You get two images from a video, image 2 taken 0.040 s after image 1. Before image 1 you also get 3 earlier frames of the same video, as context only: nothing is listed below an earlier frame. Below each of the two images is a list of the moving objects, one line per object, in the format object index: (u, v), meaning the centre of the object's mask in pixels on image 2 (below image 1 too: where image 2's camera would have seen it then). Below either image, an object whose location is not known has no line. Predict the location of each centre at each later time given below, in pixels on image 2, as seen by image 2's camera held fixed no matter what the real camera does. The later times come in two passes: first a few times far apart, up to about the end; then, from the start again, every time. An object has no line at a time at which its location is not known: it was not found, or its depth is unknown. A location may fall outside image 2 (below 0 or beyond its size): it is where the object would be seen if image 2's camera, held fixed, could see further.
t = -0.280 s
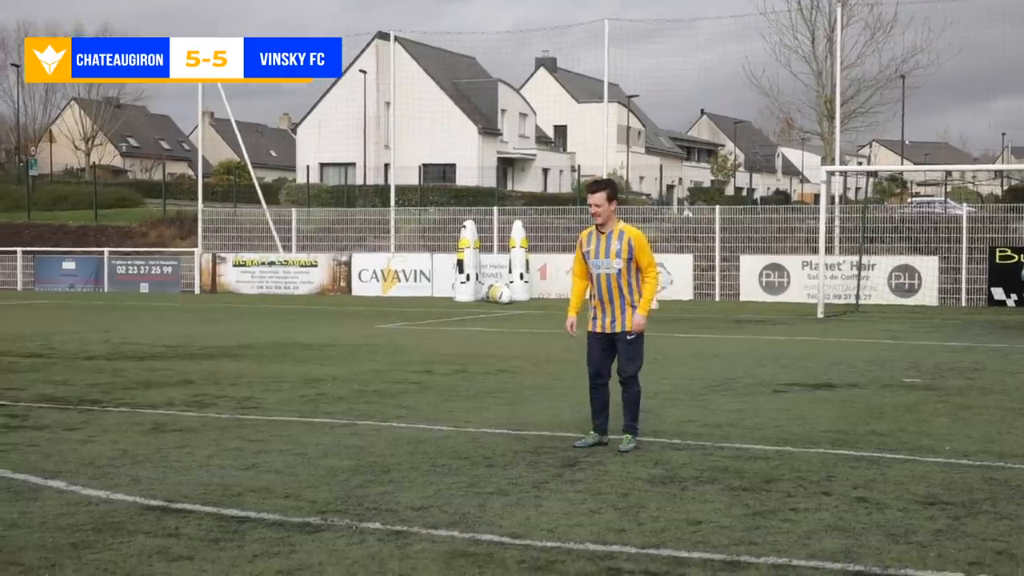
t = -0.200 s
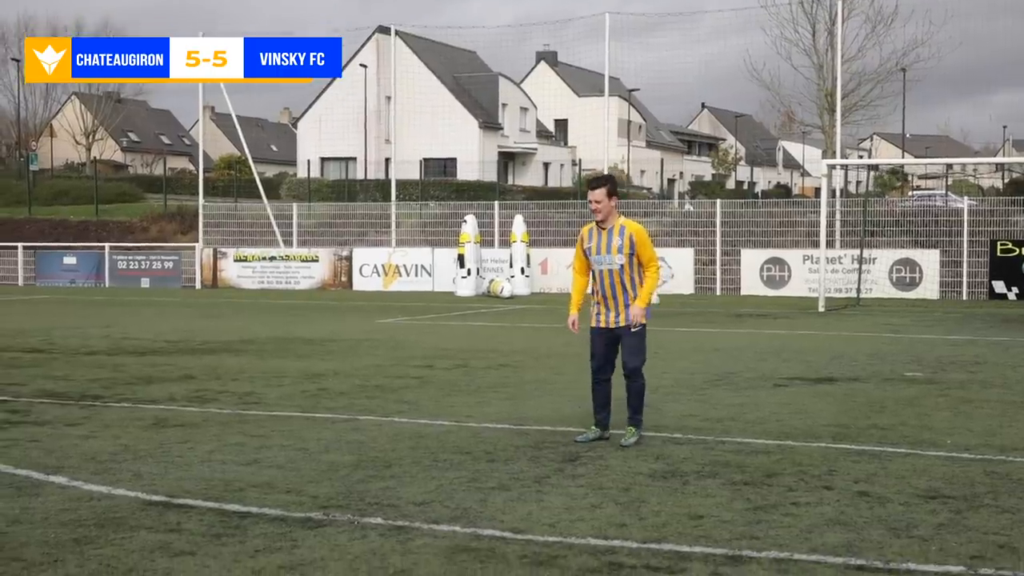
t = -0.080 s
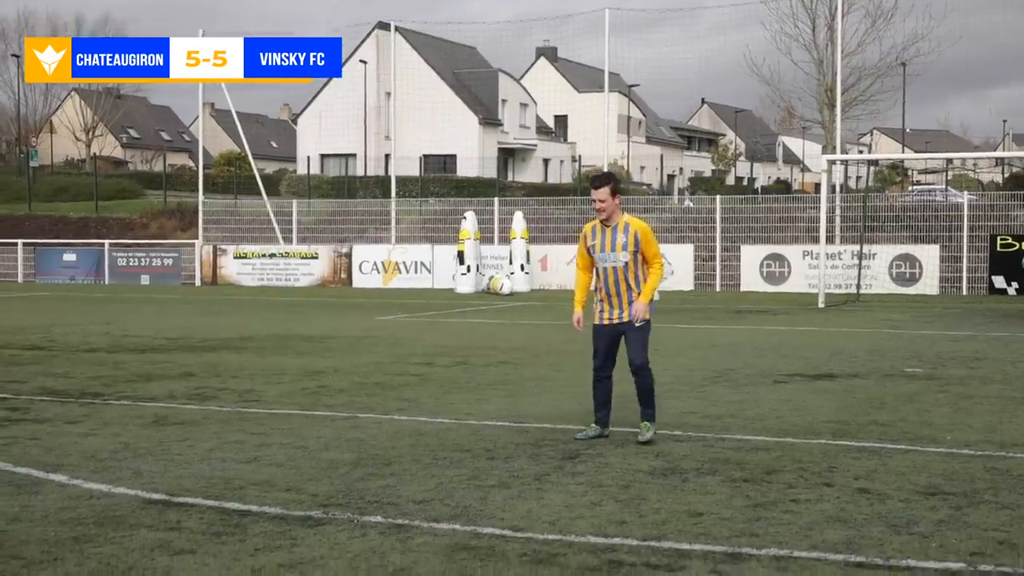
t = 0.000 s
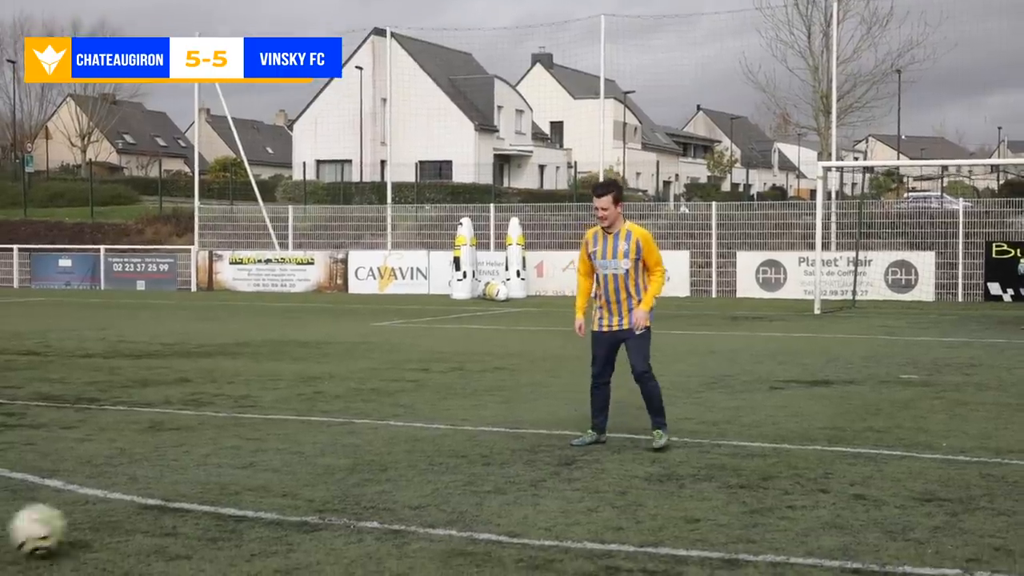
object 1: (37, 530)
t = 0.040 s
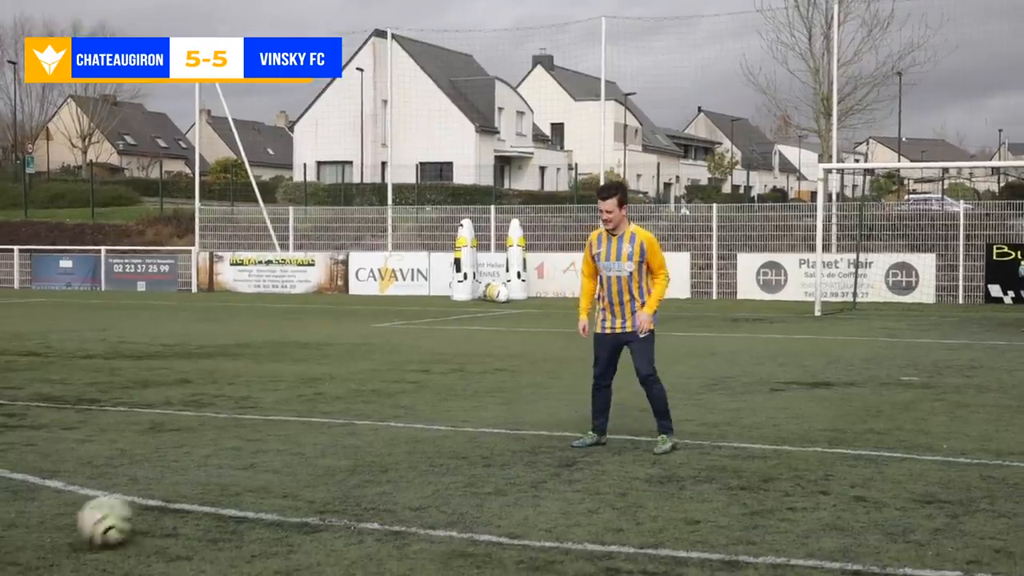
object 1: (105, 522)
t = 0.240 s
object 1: (351, 479)
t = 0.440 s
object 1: (518, 446)
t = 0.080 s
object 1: (161, 505)
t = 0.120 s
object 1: (216, 496)
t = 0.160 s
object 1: (265, 492)
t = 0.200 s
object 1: (311, 486)
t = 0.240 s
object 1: (351, 479)
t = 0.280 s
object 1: (388, 472)
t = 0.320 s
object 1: (424, 468)
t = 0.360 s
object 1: (457, 458)
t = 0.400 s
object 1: (487, 450)
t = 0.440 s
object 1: (518, 446)
